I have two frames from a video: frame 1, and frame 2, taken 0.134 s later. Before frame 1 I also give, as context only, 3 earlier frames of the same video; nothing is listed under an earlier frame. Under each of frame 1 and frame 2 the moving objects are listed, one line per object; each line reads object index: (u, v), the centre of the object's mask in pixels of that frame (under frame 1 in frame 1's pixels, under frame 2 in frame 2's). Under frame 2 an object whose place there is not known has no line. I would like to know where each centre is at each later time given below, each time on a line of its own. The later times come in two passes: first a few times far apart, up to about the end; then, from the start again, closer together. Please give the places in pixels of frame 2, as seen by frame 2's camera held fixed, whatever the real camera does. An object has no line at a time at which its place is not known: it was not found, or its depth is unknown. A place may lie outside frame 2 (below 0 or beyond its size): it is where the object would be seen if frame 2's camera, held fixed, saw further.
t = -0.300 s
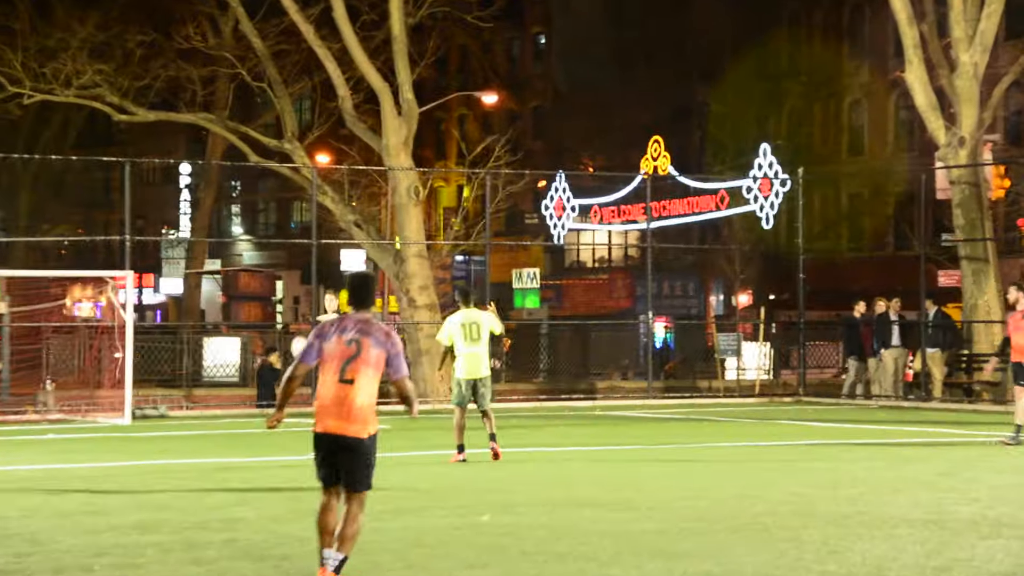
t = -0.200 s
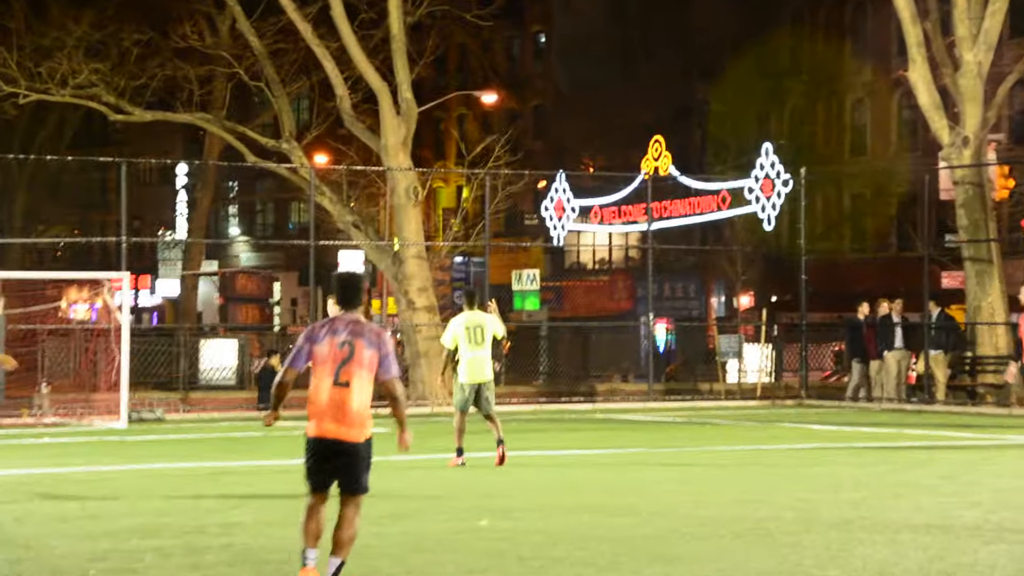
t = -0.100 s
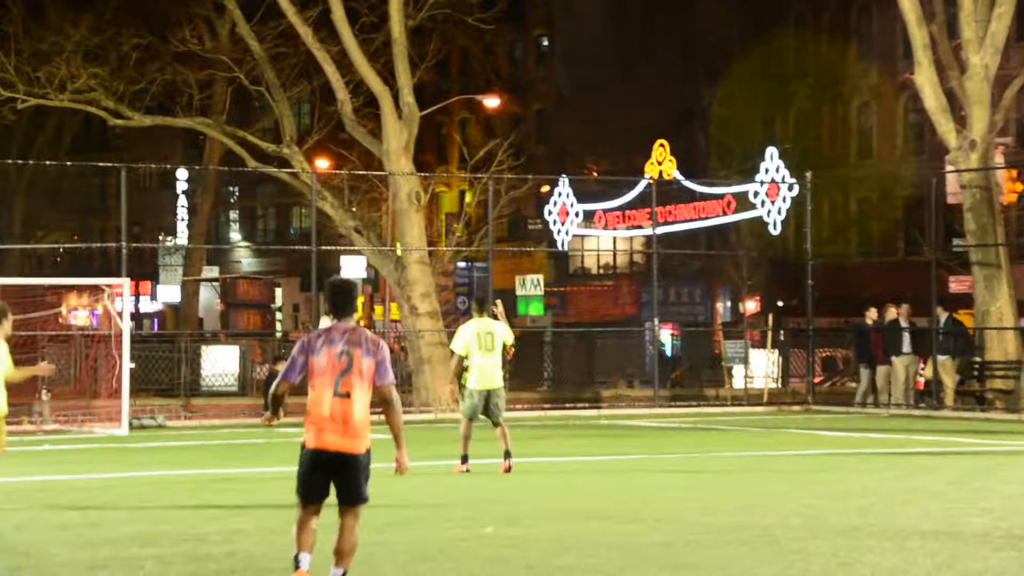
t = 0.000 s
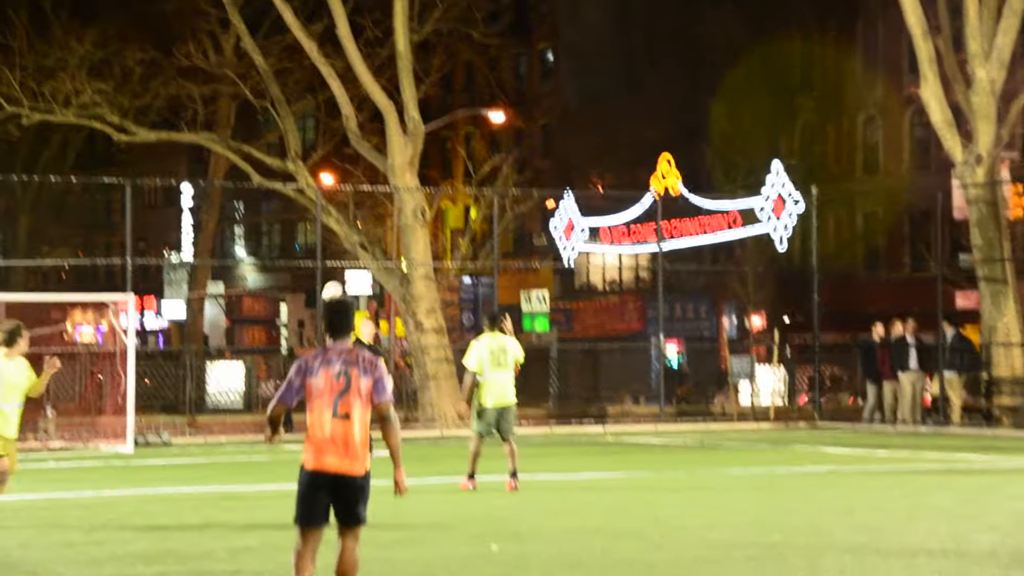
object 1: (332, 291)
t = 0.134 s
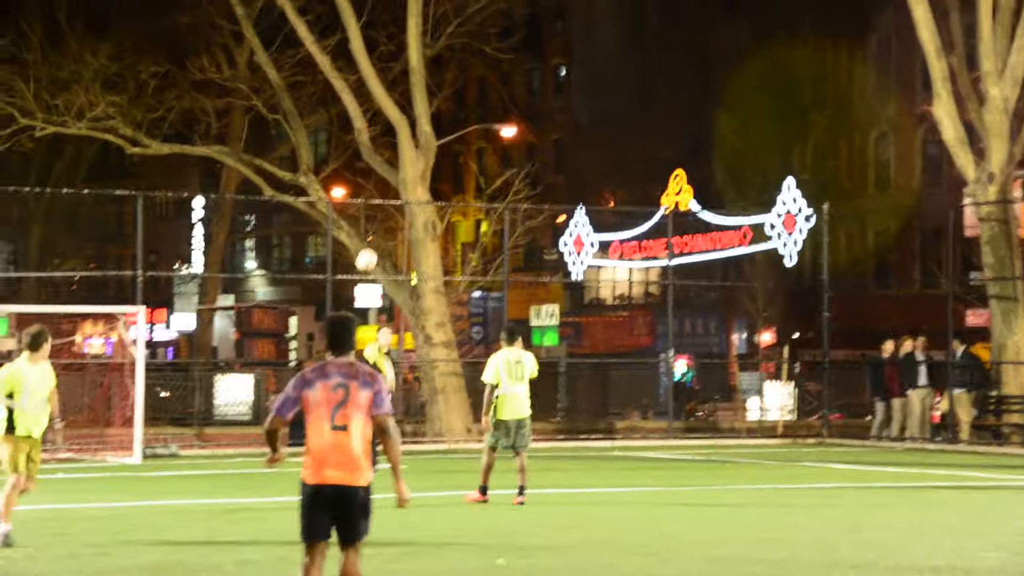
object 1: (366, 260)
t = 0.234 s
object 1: (388, 229)
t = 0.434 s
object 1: (443, 181)
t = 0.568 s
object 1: (483, 159)
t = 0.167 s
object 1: (374, 250)
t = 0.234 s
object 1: (388, 229)
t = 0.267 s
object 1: (398, 221)
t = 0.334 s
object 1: (414, 205)
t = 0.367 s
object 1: (424, 193)
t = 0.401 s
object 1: (433, 186)
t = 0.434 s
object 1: (443, 181)
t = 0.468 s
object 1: (452, 175)
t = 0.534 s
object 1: (474, 165)
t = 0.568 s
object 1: (483, 159)
